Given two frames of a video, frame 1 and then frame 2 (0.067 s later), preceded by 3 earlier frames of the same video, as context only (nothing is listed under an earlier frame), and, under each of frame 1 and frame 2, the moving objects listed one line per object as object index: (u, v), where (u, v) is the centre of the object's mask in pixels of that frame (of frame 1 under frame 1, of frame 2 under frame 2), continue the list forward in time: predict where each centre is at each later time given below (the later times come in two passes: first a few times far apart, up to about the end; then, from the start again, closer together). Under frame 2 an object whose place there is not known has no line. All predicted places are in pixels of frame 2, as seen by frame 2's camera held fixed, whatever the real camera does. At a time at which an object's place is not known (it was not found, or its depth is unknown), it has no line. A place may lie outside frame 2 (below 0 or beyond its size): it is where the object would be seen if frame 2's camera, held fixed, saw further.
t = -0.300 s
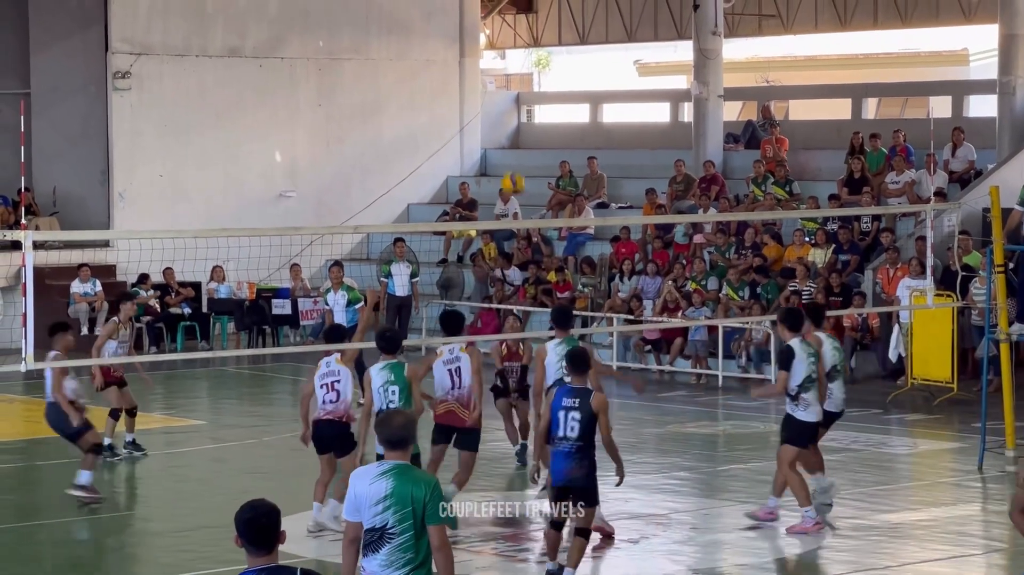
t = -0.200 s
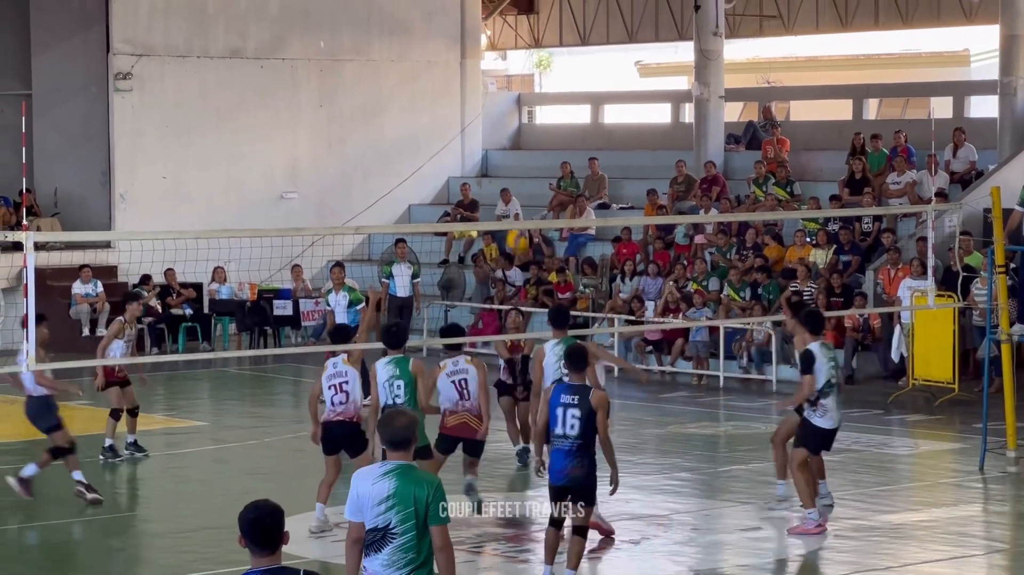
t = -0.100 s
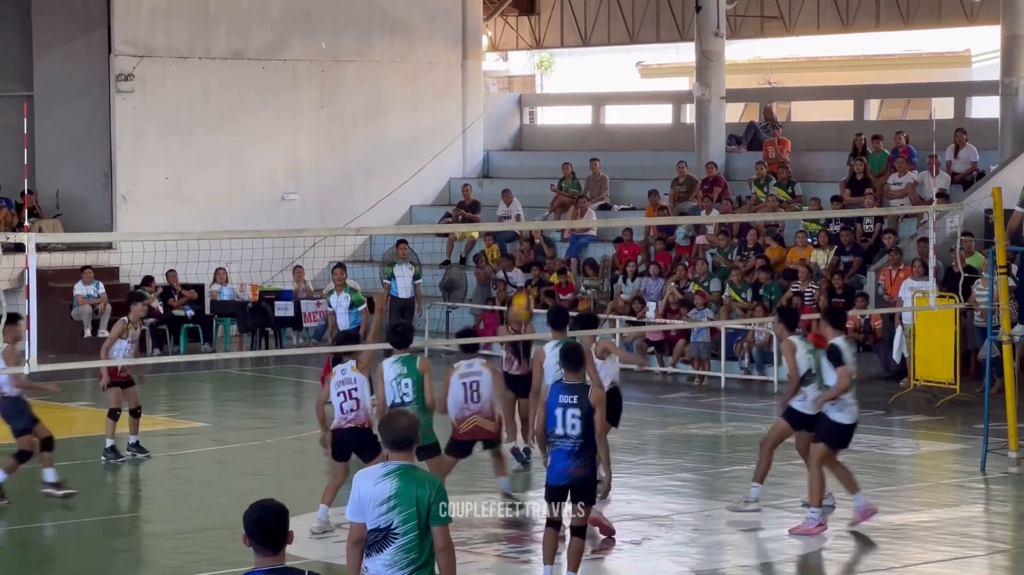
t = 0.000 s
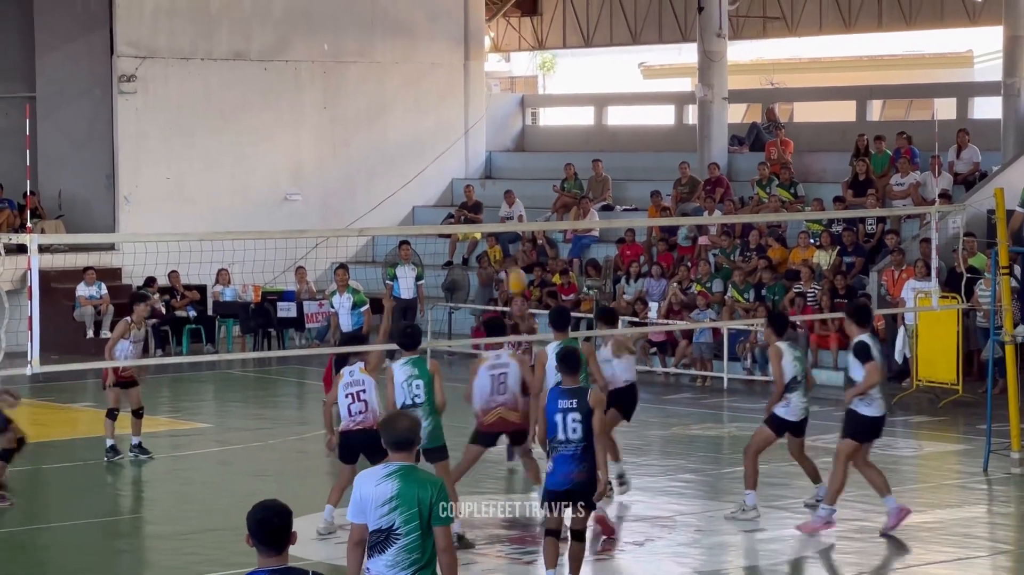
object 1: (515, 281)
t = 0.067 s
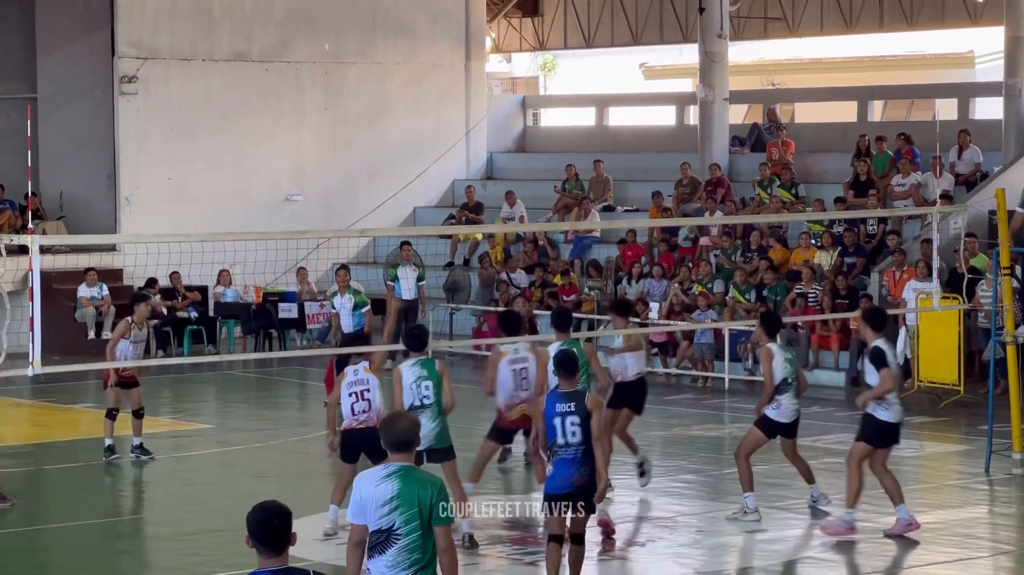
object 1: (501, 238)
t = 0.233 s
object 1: (470, 127)
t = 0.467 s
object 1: (423, 29)
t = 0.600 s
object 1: (396, 2)
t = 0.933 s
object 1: (329, 8)
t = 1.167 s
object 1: (284, 91)
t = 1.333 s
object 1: (252, 188)
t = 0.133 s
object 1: (489, 186)
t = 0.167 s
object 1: (483, 167)
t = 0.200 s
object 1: (476, 145)
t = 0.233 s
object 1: (470, 127)
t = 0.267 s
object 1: (463, 109)
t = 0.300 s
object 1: (456, 93)
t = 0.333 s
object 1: (450, 78)
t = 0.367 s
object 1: (443, 64)
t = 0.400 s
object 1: (436, 51)
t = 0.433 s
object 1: (429, 40)
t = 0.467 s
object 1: (423, 29)
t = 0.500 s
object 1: (417, 20)
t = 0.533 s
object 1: (410, 11)
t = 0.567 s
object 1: (403, 5)
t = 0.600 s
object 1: (396, 2)
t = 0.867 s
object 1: (343, 0)
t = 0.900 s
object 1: (336, 3)
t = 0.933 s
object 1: (329, 8)
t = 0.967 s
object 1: (323, 17)
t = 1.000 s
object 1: (316, 26)
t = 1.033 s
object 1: (310, 36)
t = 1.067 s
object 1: (303, 48)
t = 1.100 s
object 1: (296, 61)
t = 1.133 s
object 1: (289, 75)
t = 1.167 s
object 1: (284, 91)
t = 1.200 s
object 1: (277, 107)
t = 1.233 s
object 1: (271, 126)
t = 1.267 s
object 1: (264, 145)
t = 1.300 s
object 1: (259, 166)
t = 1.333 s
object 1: (252, 188)
